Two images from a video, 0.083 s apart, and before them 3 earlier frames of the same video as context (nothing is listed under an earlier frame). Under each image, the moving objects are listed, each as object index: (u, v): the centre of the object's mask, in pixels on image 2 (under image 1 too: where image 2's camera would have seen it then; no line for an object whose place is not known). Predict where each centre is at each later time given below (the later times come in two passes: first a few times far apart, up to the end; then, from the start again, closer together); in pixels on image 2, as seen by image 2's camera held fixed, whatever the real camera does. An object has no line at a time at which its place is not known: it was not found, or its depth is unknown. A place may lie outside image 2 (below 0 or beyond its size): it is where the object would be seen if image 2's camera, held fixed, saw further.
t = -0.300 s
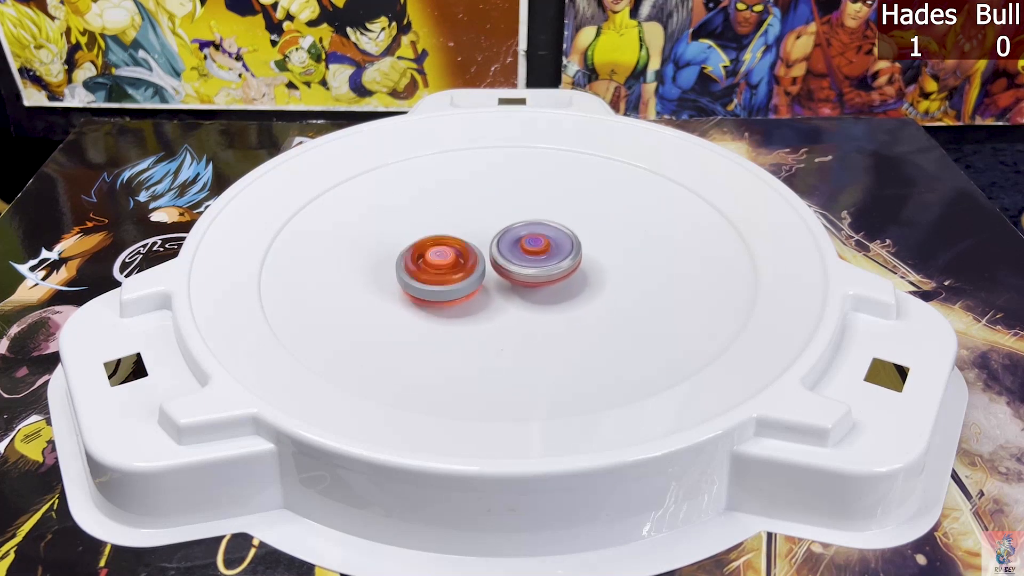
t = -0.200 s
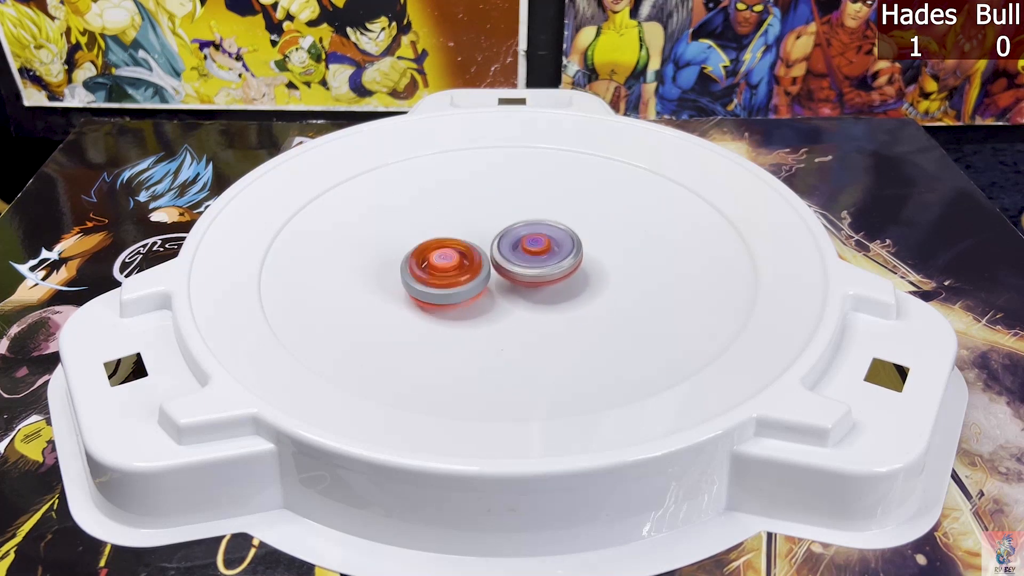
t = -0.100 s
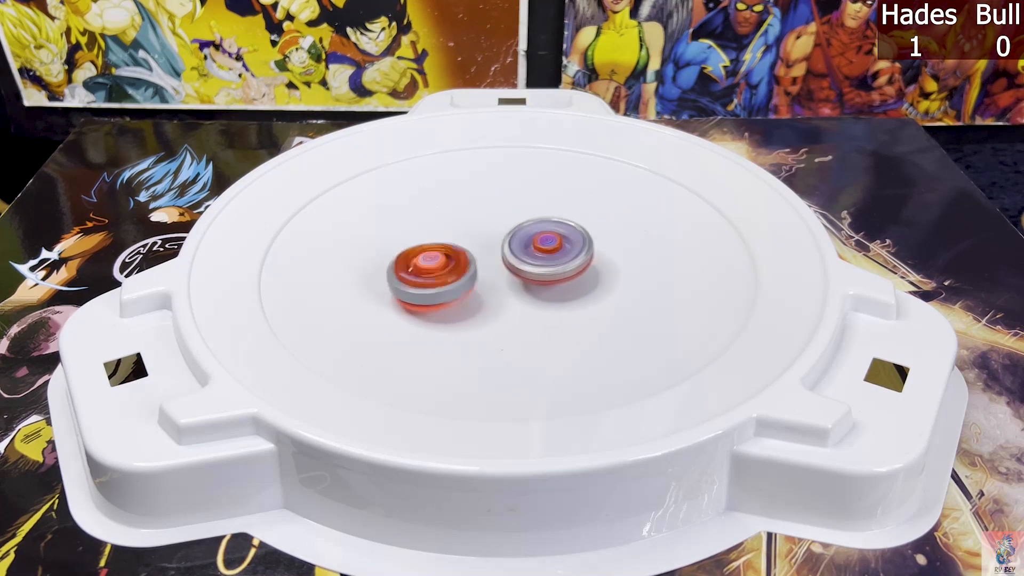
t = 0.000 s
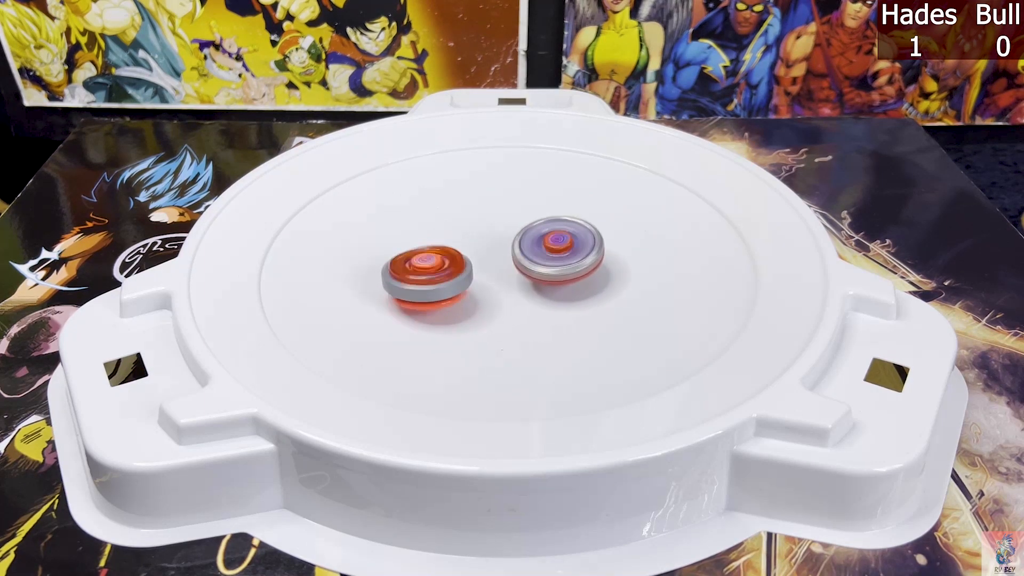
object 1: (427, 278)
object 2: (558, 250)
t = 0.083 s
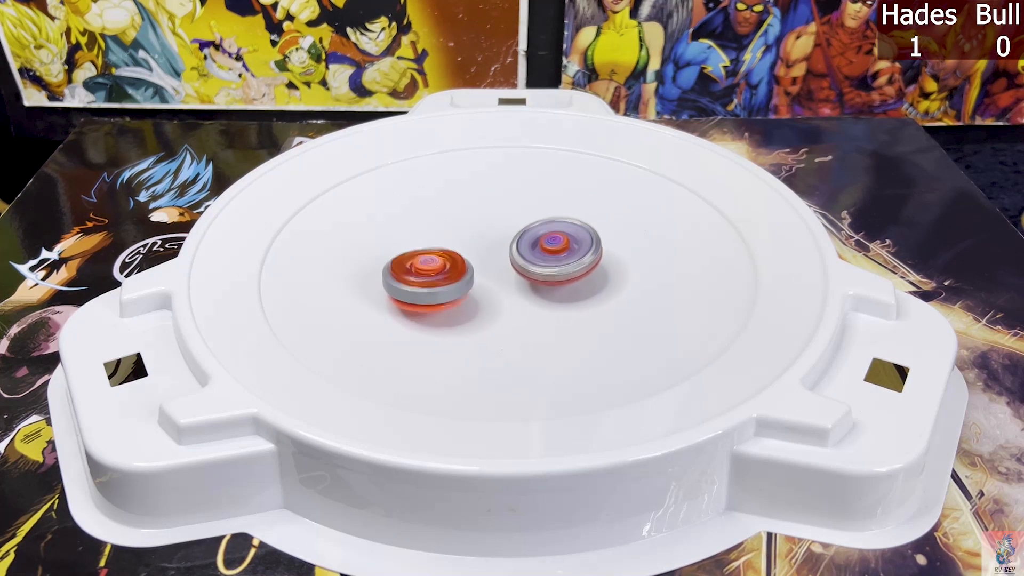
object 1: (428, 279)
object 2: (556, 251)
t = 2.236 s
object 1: (490, 328)
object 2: (513, 233)
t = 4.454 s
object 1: (602, 267)
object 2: (485, 251)
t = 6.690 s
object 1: (547, 227)
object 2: (485, 265)
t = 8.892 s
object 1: (520, 233)
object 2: (471, 283)
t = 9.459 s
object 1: (535, 214)
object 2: (465, 294)
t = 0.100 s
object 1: (428, 280)
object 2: (555, 251)
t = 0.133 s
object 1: (429, 280)
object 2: (553, 251)
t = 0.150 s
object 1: (428, 280)
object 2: (553, 251)
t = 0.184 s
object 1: (429, 281)
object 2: (551, 252)
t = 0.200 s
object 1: (429, 281)
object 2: (550, 252)
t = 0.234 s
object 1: (430, 282)
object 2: (548, 252)
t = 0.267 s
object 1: (431, 282)
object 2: (546, 253)
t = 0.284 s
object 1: (431, 282)
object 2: (545, 253)
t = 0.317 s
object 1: (432, 283)
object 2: (543, 253)
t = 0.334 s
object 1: (432, 283)
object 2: (541, 253)
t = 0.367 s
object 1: (433, 283)
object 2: (538, 254)
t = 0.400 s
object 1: (435, 284)
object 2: (536, 255)
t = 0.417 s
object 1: (435, 284)
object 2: (535, 255)
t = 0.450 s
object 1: (437, 284)
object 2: (532, 255)
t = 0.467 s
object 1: (438, 285)
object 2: (530, 255)
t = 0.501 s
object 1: (440, 285)
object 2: (528, 256)
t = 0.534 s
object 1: (442, 286)
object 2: (526, 256)
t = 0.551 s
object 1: (442, 286)
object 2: (525, 256)
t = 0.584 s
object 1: (436, 288)
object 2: (528, 254)
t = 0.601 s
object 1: (427, 290)
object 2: (535, 252)
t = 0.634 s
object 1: (416, 291)
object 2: (543, 249)
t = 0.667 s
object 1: (411, 291)
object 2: (548, 247)
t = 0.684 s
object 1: (410, 292)
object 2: (549, 246)
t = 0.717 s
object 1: (413, 292)
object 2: (549, 246)
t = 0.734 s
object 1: (414, 293)
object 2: (548, 246)
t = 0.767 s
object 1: (415, 294)
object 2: (546, 246)
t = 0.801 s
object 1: (416, 294)
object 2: (544, 246)
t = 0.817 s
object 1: (418, 295)
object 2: (542, 246)
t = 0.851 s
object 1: (418, 296)
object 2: (538, 247)
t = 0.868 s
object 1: (420, 296)
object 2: (537, 247)
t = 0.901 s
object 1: (421, 296)
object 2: (533, 246)
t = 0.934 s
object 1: (422, 297)
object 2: (529, 246)
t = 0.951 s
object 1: (423, 297)
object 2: (527, 246)
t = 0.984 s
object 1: (425, 298)
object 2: (524, 246)
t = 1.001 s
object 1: (425, 298)
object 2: (522, 246)
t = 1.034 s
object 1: (428, 298)
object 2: (519, 245)
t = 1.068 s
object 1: (430, 299)
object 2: (516, 245)
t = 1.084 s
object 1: (430, 298)
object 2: (515, 245)
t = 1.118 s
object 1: (433, 299)
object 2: (512, 245)
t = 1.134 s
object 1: (433, 300)
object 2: (510, 245)
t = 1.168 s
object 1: (436, 300)
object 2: (508, 245)
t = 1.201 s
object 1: (439, 300)
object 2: (506, 246)
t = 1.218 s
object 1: (439, 301)
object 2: (505, 246)
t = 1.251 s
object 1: (443, 301)
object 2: (503, 246)
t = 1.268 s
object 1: (444, 302)
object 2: (502, 246)
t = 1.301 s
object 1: (447, 302)
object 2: (501, 246)
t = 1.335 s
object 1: (450, 303)
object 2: (499, 246)
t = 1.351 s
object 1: (452, 303)
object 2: (499, 246)
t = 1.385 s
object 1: (455, 304)
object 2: (498, 246)
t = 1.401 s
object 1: (457, 304)
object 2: (498, 246)
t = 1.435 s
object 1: (460, 305)
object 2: (497, 246)
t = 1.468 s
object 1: (464, 306)
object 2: (496, 246)
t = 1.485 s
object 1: (465, 306)
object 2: (496, 246)
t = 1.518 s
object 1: (469, 307)
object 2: (496, 247)
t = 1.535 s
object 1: (470, 307)
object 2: (496, 247)
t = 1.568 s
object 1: (473, 308)
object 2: (496, 247)
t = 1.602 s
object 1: (476, 309)
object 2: (495, 248)
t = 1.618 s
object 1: (477, 309)
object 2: (495, 248)
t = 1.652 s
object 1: (479, 309)
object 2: (495, 249)
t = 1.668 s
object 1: (479, 310)
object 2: (495, 249)
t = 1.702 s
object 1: (482, 310)
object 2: (495, 250)
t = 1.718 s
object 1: (483, 311)
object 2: (495, 250)
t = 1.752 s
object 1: (484, 311)
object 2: (495, 251)
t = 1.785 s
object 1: (486, 310)
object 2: (495, 251)
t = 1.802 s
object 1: (488, 311)
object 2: (495, 251)
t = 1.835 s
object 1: (488, 312)
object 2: (495, 252)
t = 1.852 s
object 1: (490, 311)
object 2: (496, 252)
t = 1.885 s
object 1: (491, 311)
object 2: (496, 252)
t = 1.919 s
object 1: (492, 312)
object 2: (496, 253)
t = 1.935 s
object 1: (493, 312)
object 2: (497, 252)
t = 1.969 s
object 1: (491, 320)
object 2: (500, 249)
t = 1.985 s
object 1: (488, 324)
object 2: (501, 245)
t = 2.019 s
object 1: (486, 330)
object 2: (505, 238)
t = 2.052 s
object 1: (484, 333)
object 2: (507, 233)
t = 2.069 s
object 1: (483, 333)
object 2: (508, 232)
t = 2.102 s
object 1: (484, 332)
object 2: (510, 231)
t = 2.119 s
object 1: (486, 332)
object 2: (511, 231)
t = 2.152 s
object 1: (487, 331)
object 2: (512, 231)
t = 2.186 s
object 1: (487, 330)
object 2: (512, 231)
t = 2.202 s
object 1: (488, 330)
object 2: (513, 232)
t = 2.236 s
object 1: (490, 328)
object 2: (513, 233)
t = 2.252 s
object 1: (490, 328)
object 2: (512, 233)
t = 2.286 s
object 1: (491, 327)
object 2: (512, 234)
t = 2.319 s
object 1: (492, 327)
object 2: (512, 235)
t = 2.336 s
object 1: (493, 326)
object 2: (512, 235)
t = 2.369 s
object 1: (493, 325)
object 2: (511, 236)
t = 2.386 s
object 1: (495, 324)
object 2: (511, 236)
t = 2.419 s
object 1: (496, 322)
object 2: (511, 237)
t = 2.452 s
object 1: (498, 320)
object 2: (511, 239)
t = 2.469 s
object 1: (501, 317)
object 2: (511, 240)
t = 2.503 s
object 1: (505, 312)
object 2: (510, 241)
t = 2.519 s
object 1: (506, 311)
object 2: (511, 241)
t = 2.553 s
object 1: (512, 304)
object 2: (510, 241)
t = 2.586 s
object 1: (517, 303)
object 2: (510, 238)
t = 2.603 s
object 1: (520, 305)
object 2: (510, 235)
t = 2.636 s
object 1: (525, 305)
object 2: (511, 230)
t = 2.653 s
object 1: (528, 304)
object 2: (511, 229)
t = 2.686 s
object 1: (532, 302)
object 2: (512, 228)
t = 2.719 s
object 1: (537, 300)
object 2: (512, 228)
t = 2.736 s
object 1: (538, 299)
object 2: (512, 228)
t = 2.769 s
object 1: (543, 298)
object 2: (512, 229)
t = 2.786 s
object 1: (546, 298)
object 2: (512, 230)
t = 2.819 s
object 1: (551, 296)
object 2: (512, 231)
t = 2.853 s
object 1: (554, 295)
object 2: (511, 233)
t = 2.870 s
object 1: (557, 294)
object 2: (510, 234)
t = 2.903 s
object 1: (560, 294)
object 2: (509, 236)
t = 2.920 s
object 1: (562, 293)
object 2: (508, 237)
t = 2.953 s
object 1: (564, 292)
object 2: (507, 239)
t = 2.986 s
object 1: (567, 292)
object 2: (505, 240)
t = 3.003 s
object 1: (568, 292)
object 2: (504, 241)
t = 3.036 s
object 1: (570, 292)
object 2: (503, 243)
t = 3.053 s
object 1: (570, 291)
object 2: (502, 243)
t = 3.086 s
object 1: (571, 291)
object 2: (500, 245)
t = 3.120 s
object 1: (572, 290)
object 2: (499, 247)
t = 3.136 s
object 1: (572, 290)
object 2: (498, 247)
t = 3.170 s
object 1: (573, 290)
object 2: (497, 249)
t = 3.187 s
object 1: (574, 290)
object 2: (497, 250)
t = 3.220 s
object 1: (575, 290)
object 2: (496, 251)
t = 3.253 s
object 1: (574, 289)
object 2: (495, 253)
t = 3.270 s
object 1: (574, 288)
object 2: (495, 253)
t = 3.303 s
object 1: (574, 288)
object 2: (494, 254)
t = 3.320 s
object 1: (574, 288)
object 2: (494, 255)
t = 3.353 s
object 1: (573, 288)
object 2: (494, 256)
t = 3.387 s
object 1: (573, 287)
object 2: (493, 257)
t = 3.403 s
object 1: (574, 287)
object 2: (492, 257)
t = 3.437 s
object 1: (581, 288)
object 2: (487, 256)
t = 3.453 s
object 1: (580, 289)
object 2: (485, 256)
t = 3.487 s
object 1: (578, 288)
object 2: (483, 256)
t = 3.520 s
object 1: (577, 287)
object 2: (482, 255)
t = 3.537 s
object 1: (579, 287)
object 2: (482, 255)
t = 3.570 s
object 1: (579, 286)
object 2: (482, 255)
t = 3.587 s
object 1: (578, 285)
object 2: (482, 255)
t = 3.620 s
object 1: (578, 284)
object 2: (482, 255)
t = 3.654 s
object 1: (578, 284)
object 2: (482, 256)
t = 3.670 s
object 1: (578, 284)
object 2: (482, 255)
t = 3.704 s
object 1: (578, 283)
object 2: (482, 255)
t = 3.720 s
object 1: (579, 282)
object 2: (482, 256)
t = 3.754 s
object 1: (579, 281)
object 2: (482, 256)
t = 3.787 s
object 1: (579, 280)
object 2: (482, 256)
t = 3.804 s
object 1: (579, 279)
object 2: (482, 256)
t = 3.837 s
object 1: (579, 278)
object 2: (483, 256)
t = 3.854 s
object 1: (580, 277)
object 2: (483, 256)
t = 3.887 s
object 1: (580, 276)
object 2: (484, 256)
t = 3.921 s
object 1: (581, 275)
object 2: (485, 256)
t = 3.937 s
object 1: (580, 274)
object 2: (485, 256)
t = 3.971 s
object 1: (581, 273)
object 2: (486, 256)
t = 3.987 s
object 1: (582, 272)
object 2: (487, 256)
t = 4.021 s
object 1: (582, 271)
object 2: (488, 256)
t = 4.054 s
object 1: (583, 270)
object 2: (489, 256)
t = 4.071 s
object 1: (583, 269)
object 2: (489, 256)
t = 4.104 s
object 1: (583, 269)
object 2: (491, 255)
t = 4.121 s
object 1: (583, 269)
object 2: (492, 256)
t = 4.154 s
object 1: (583, 268)
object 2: (493, 256)
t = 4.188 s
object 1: (592, 268)
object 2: (487, 254)
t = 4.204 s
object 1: (598, 268)
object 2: (483, 253)
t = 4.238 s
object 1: (603, 269)
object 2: (478, 251)
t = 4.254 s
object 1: (603, 270)
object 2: (477, 251)
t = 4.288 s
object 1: (603, 269)
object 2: (477, 250)
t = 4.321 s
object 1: (603, 269)
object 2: (477, 250)
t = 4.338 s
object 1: (603, 268)
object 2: (478, 250)
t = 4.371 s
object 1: (603, 267)
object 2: (479, 250)
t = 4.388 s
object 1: (603, 268)
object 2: (480, 250)
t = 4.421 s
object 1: (602, 267)
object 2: (482, 250)
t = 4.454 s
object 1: (602, 267)
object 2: (485, 251)
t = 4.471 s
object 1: (601, 266)
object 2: (485, 251)
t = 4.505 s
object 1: (600, 267)
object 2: (488, 252)
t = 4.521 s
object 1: (600, 266)
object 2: (488, 252)
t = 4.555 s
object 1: (598, 266)
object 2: (490, 254)
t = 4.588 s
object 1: (596, 266)
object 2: (492, 255)
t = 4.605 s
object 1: (594, 266)
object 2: (493, 255)
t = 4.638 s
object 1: (590, 266)
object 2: (494, 256)
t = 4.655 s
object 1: (589, 265)
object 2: (495, 256)
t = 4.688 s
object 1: (589, 263)
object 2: (491, 256)
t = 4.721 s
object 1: (588, 262)
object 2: (487, 257)
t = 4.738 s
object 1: (585, 261)
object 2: (486, 256)
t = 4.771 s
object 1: (582, 260)
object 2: (485, 257)
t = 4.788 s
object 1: (583, 259)
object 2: (486, 257)
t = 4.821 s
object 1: (581, 257)
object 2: (486, 257)
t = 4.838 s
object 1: (578, 256)
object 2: (486, 257)
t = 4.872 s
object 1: (577, 254)
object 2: (486, 257)
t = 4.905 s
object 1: (581, 252)
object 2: (482, 257)
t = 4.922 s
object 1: (583, 251)
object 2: (481, 258)
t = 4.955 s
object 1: (582, 248)
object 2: (479, 258)
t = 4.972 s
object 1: (581, 248)
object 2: (479, 258)
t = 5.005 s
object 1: (581, 247)
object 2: (479, 258)
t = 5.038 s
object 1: (581, 245)
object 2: (479, 258)
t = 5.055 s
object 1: (581, 244)
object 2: (480, 259)
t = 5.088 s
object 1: (581, 243)
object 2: (480, 259)
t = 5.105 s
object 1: (581, 242)
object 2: (481, 259)
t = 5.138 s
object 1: (581, 241)
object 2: (482, 259)
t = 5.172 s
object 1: (580, 241)
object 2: (482, 260)
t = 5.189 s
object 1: (579, 240)
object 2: (482, 260)
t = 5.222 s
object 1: (579, 240)
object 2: (483, 260)
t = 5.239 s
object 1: (580, 240)
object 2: (483, 260)
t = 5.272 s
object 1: (579, 239)
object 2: (484, 260)
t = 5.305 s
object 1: (578, 239)
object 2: (485, 260)
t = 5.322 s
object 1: (578, 239)
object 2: (485, 261)
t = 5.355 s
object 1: (577, 239)
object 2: (487, 260)
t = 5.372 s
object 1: (577, 237)
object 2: (487, 260)
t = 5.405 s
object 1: (576, 237)
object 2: (488, 261)
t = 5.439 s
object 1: (575, 237)
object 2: (489, 260)
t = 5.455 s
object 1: (575, 237)
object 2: (490, 260)
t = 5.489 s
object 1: (574, 237)
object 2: (491, 261)
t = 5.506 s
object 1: (572, 237)
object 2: (491, 260)
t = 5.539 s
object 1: (571, 237)
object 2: (492, 261)
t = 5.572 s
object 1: (571, 236)
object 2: (492, 261)
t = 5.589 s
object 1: (572, 236)
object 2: (491, 261)
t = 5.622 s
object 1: (570, 236)
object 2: (489, 261)
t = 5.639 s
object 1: (569, 237)
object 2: (489, 261)
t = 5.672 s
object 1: (566, 236)
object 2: (489, 261)
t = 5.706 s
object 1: (568, 235)
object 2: (486, 261)
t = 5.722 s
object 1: (568, 234)
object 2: (484, 261)
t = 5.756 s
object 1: (568, 235)
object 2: (483, 261)
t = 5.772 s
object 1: (567, 235)
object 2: (483, 261)
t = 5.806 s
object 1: (564, 234)
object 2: (482, 261)
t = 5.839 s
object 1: (563, 234)
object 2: (482, 261)
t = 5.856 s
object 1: (562, 234)
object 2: (483, 260)
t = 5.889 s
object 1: (562, 233)
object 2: (484, 260)
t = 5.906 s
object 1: (562, 232)
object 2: (484, 260)
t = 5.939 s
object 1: (561, 232)
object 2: (486, 260)
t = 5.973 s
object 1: (561, 231)
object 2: (487, 260)
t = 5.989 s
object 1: (561, 231)
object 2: (488, 260)
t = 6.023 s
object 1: (564, 229)
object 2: (485, 262)
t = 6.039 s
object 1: (565, 230)
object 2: (484, 262)
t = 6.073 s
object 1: (564, 231)
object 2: (483, 262)
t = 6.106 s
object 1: (562, 231)
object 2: (483, 263)
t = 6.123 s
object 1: (561, 230)
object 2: (482, 262)
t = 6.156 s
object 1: (560, 230)
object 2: (483, 263)
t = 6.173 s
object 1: (560, 229)
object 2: (483, 262)
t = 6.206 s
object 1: (560, 228)
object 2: (484, 262)
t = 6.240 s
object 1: (559, 228)
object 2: (486, 262)
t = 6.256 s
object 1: (559, 228)
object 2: (486, 262)
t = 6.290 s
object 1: (558, 227)
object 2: (488, 262)
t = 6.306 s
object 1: (557, 228)
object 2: (488, 262)
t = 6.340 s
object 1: (556, 228)
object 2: (490, 263)
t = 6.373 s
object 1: (556, 228)
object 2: (491, 263)
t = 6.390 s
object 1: (555, 227)
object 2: (490, 263)
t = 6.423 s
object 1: (555, 228)
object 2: (489, 264)
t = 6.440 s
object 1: (554, 228)
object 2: (488, 264)
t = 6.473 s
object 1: (552, 228)
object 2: (488, 264)
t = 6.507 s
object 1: (550, 228)
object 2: (489, 264)
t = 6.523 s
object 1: (550, 228)
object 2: (488, 264)
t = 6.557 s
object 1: (550, 228)
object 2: (488, 264)
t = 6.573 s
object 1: (549, 228)
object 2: (487, 264)
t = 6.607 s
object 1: (548, 227)
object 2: (488, 264)
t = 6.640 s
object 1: (548, 227)
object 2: (486, 265)
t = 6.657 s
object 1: (548, 226)
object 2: (485, 265)
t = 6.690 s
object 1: (547, 227)
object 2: (485, 265)
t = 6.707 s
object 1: (546, 227)
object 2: (484, 265)
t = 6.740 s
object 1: (545, 226)
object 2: (485, 265)
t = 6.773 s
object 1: (544, 225)
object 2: (485, 265)
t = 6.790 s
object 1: (544, 226)
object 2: (486, 265)
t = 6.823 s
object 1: (544, 225)
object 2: (486, 264)
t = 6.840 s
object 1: (544, 226)
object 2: (486, 265)
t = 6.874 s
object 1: (544, 226)
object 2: (485, 266)
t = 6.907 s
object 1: (545, 226)
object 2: (484, 266)
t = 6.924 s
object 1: (544, 227)
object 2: (483, 267)
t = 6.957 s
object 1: (543, 227)
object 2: (483, 267)
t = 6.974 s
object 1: (542, 226)
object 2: (483, 267)
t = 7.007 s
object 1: (540, 226)
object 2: (483, 267)
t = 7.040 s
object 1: (540, 226)
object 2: (484, 267)
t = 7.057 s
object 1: (540, 226)
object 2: (485, 266)
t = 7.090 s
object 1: (539, 226)
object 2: (485, 266)
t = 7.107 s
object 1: (540, 225)
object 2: (484, 267)
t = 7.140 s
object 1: (541, 226)
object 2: (482, 268)
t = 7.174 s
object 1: (540, 227)
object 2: (481, 269)
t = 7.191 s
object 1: (540, 228)
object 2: (481, 269)
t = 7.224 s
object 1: (538, 227)
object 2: (480, 269)
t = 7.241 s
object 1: (537, 227)
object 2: (481, 268)
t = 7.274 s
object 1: (537, 227)
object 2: (481, 268)
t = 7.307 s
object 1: (537, 226)
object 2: (483, 267)
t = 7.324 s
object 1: (536, 227)
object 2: (483, 267)
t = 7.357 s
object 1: (537, 226)
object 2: (483, 268)
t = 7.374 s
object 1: (537, 226)
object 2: (482, 268)
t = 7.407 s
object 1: (537, 227)
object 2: (482, 268)
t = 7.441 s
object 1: (537, 228)
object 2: (482, 268)
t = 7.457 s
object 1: (536, 227)
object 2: (482, 268)
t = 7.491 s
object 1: (539, 225)
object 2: (475, 271)
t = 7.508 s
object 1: (542, 224)
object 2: (473, 272)
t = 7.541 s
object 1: (545, 223)
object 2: (470, 273)
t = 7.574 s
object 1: (545, 224)
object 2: (469, 272)
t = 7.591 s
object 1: (545, 224)
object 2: (468, 272)
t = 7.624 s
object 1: (544, 225)
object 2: (468, 272)
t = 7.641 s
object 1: (544, 225)
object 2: (469, 272)
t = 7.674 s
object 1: (542, 225)
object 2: (470, 271)
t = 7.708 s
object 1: (542, 226)
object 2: (471, 270)
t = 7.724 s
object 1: (542, 225)
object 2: (472, 270)
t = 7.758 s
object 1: (541, 226)
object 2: (473, 270)
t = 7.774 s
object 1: (541, 227)
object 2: (474, 270)
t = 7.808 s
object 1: (540, 228)
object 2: (476, 269)
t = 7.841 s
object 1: (537, 230)
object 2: (478, 269)
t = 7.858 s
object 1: (537, 231)
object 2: (478, 269)
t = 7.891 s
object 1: (537, 232)
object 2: (474, 270)
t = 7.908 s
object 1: (537, 233)
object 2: (473, 270)
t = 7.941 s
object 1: (536, 233)
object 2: (473, 270)
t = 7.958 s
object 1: (535, 233)
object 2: (473, 270)
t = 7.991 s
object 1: (533, 232)
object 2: (475, 270)
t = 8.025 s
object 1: (531, 232)
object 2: (474, 270)
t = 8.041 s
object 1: (533, 231)
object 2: (473, 271)
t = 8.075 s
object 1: (530, 230)
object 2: (473, 271)
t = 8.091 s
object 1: (530, 230)
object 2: (473, 271)
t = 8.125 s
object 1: (527, 229)
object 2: (474, 271)
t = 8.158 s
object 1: (526, 228)
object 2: (475, 271)
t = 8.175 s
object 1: (526, 228)
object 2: (476, 271)
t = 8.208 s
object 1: (526, 227)
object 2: (478, 270)
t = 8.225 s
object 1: (526, 227)
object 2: (479, 270)
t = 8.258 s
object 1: (525, 226)
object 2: (480, 270)
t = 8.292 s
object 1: (527, 227)
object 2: (479, 271)
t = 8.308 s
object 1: (528, 226)
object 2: (479, 272)
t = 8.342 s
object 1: (529, 226)
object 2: (480, 271)
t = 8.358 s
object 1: (528, 226)
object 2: (480, 271)
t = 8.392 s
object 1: (527, 225)
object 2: (481, 271)
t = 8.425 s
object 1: (526, 224)
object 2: (482, 270)
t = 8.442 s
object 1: (526, 224)
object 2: (484, 270)
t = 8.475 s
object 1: (529, 223)
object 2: (482, 271)
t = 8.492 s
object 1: (528, 224)
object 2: (481, 272)
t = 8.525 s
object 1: (532, 225)
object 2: (479, 275)
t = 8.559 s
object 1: (533, 226)
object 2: (479, 276)
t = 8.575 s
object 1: (533, 228)
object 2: (479, 276)
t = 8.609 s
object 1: (531, 230)
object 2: (480, 277)
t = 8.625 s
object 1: (531, 232)
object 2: (480, 277)
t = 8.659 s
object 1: (529, 234)
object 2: (479, 278)
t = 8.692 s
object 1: (528, 235)
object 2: (477, 280)
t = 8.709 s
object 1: (528, 236)
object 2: (477, 280)
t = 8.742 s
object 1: (527, 236)
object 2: (476, 281)
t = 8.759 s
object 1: (525, 236)
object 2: (476, 280)
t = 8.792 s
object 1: (523, 237)
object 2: (476, 280)
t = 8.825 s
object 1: (519, 236)
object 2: (478, 280)
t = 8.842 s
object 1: (519, 236)
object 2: (477, 280)
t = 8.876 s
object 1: (518, 234)
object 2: (473, 282)
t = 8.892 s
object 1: (520, 233)
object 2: (471, 283)
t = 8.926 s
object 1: (517, 230)
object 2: (470, 282)
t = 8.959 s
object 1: (517, 229)
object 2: (469, 282)
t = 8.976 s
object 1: (516, 229)
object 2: (470, 282)
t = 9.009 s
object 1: (517, 229)
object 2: (470, 281)
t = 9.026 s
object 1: (517, 230)
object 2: (471, 280)
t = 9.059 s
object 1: (518, 229)
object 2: (473, 280)
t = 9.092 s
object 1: (517, 229)
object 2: (475, 279)
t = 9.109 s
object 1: (517, 228)
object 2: (475, 278)
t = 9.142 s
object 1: (516, 228)
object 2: (477, 277)
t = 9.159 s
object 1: (516, 227)
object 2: (478, 277)
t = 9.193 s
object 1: (517, 228)
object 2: (479, 276)
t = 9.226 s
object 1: (519, 226)
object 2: (477, 279)
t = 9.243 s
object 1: (524, 222)
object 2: (471, 283)
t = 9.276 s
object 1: (531, 214)
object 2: (464, 290)
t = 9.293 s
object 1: (534, 211)
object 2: (461, 292)
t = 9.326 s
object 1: (541, 209)
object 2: (458, 294)
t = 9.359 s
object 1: (543, 209)
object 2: (457, 295)
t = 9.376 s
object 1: (544, 209)
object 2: (458, 295)
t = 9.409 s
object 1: (540, 210)
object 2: (460, 294)
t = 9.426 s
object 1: (539, 211)
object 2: (462, 294)
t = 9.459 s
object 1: (535, 214)
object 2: (465, 294)
